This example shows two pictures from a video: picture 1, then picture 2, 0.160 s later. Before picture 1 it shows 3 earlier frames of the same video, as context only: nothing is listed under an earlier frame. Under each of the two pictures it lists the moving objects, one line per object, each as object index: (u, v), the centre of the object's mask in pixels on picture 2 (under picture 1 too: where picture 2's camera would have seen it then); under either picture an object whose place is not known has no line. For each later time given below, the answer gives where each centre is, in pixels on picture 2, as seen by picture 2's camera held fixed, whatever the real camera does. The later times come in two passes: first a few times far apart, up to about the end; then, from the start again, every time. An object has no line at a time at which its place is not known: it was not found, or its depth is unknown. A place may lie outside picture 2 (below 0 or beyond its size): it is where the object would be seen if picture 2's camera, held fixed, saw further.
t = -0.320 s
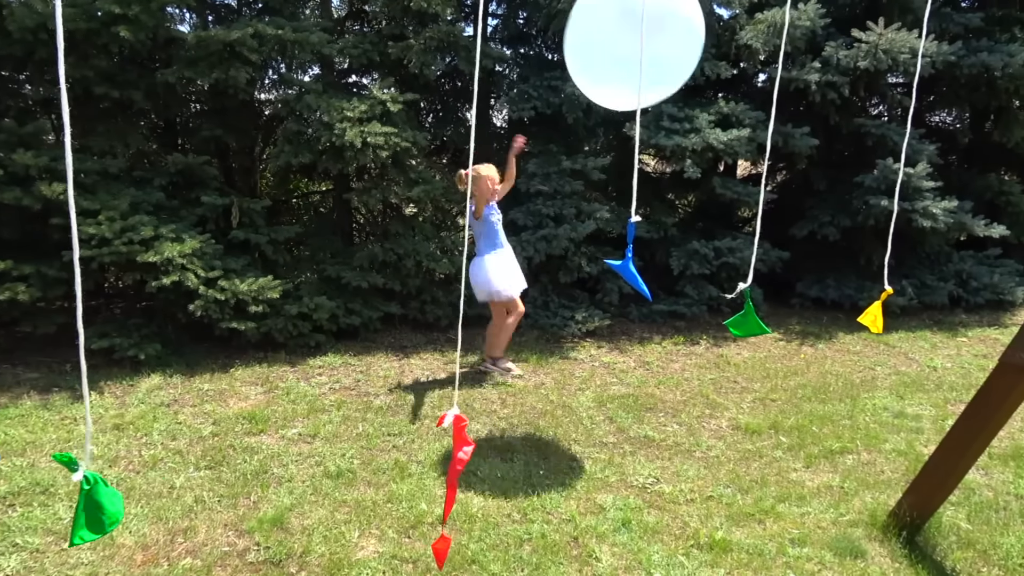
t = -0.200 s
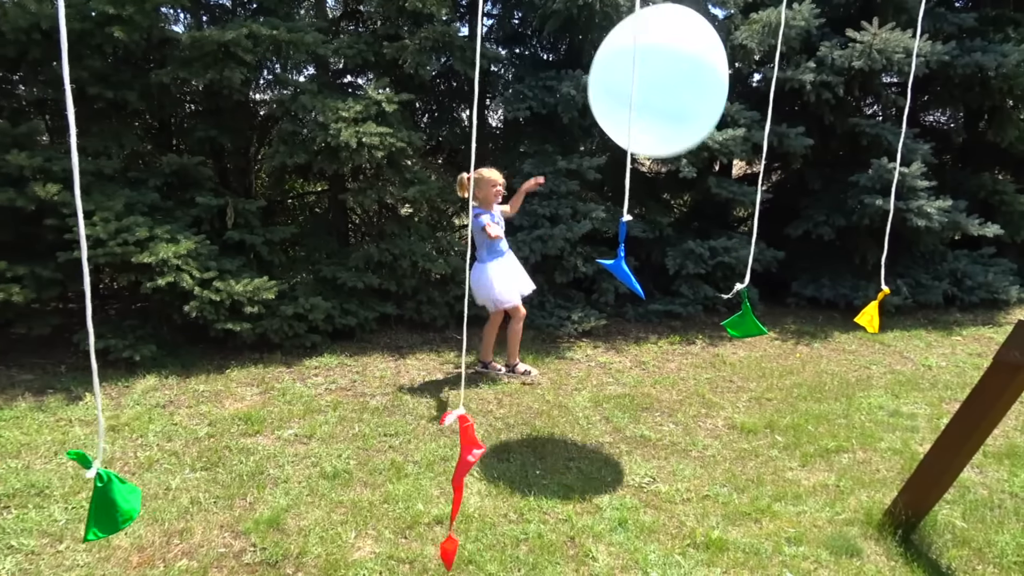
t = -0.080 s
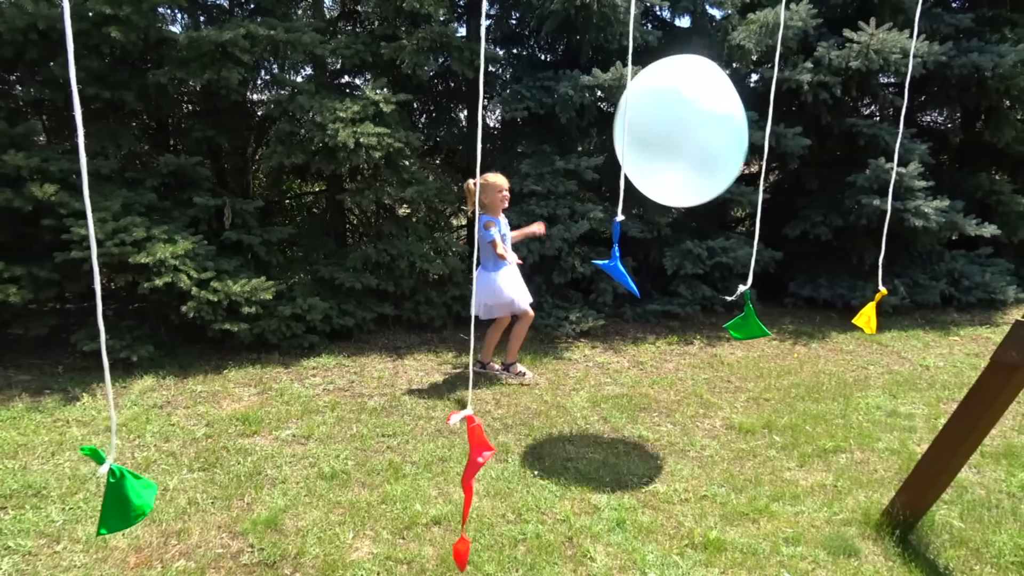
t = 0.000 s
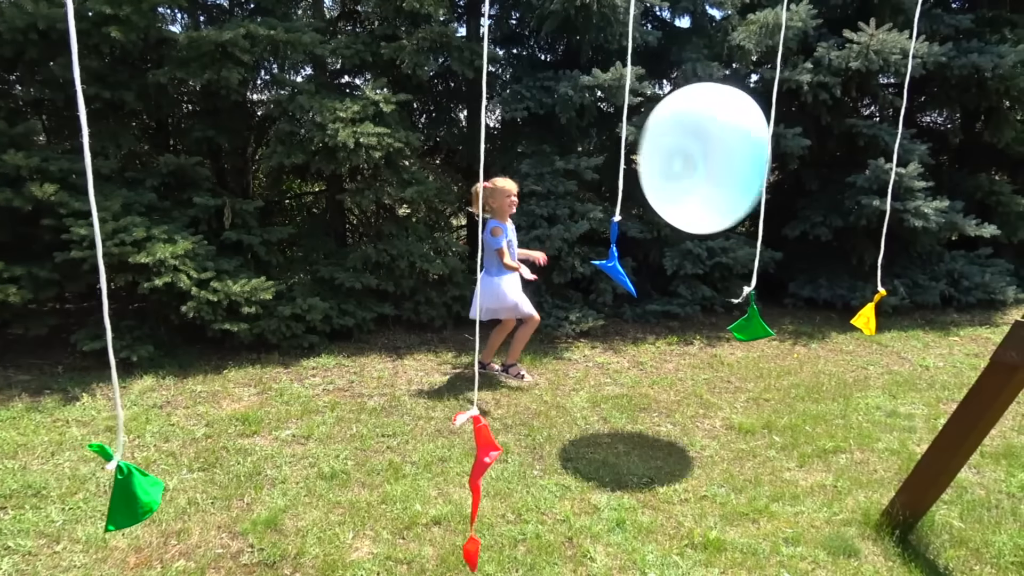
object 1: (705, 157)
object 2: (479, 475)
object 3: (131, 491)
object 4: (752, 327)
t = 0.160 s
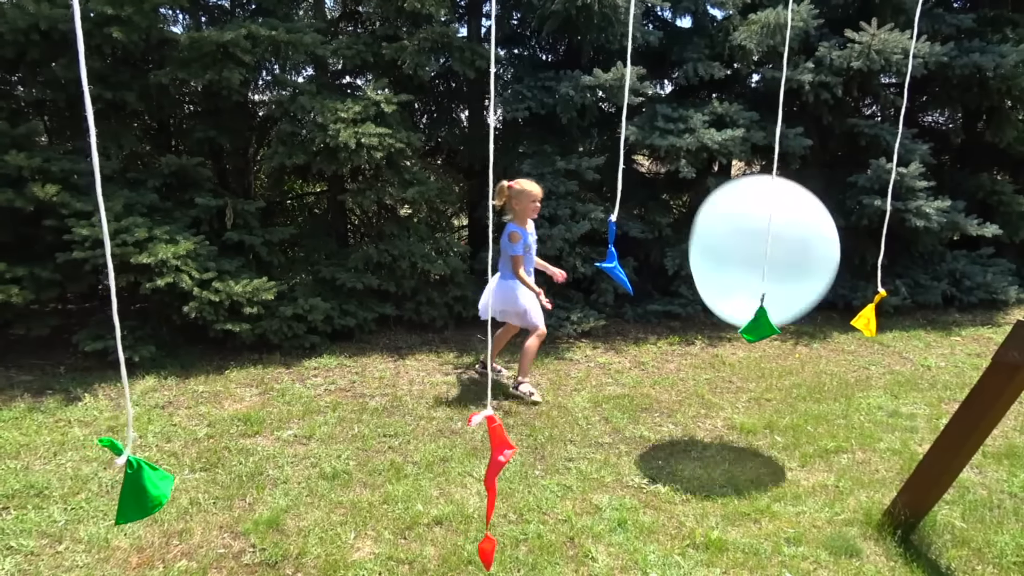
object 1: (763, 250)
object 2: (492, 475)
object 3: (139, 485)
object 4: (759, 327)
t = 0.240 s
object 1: (778, 333)
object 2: (497, 475)
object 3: (139, 483)
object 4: (760, 327)
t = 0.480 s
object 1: (835, 350)
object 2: (498, 478)
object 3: (120, 482)
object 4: (753, 326)
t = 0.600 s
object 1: (898, 298)
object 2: (492, 482)
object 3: (105, 483)
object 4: (744, 326)
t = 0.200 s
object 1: (771, 289)
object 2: (495, 475)
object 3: (139, 484)
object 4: (760, 327)
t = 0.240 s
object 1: (778, 333)
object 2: (497, 475)
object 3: (139, 483)
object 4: (760, 327)
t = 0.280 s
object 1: (777, 376)
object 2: (498, 475)
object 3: (137, 482)
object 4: (760, 327)
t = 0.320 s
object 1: (777, 405)
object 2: (499, 476)
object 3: (135, 482)
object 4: (760, 326)
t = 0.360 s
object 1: (781, 407)
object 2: (500, 476)
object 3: (132, 482)
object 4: (759, 326)
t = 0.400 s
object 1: (798, 389)
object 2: (500, 477)
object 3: (128, 482)
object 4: (757, 326)
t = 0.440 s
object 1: (820, 374)
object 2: (499, 477)
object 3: (124, 482)
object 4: (755, 326)
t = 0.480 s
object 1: (835, 350)
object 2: (498, 478)
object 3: (120, 482)
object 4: (753, 326)
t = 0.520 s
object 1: (856, 327)
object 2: (496, 480)
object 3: (115, 483)
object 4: (751, 326)
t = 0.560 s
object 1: (876, 316)
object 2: (494, 481)
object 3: (110, 483)
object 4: (747, 326)
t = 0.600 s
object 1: (898, 298)
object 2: (492, 482)
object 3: (105, 483)
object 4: (744, 326)
